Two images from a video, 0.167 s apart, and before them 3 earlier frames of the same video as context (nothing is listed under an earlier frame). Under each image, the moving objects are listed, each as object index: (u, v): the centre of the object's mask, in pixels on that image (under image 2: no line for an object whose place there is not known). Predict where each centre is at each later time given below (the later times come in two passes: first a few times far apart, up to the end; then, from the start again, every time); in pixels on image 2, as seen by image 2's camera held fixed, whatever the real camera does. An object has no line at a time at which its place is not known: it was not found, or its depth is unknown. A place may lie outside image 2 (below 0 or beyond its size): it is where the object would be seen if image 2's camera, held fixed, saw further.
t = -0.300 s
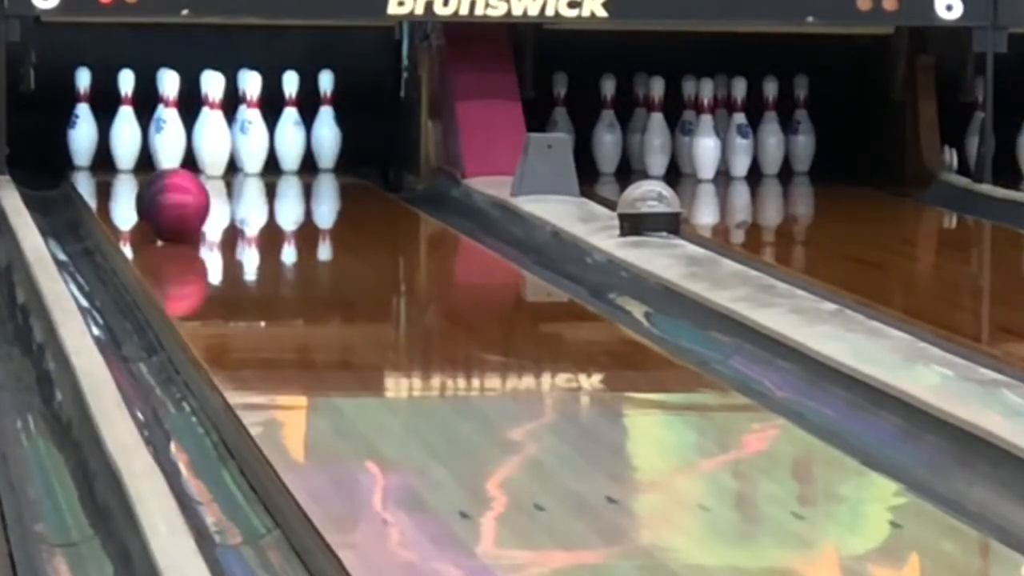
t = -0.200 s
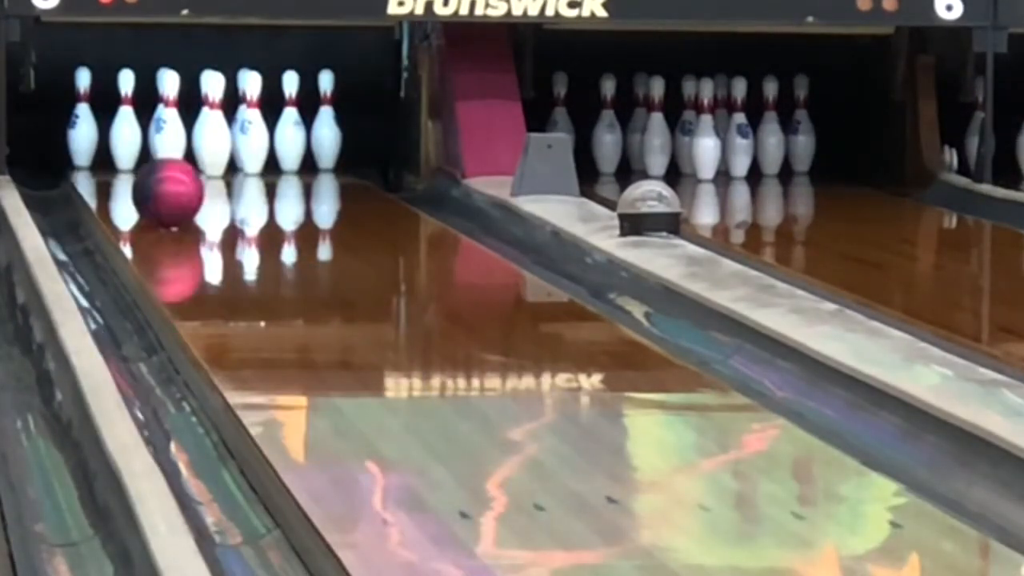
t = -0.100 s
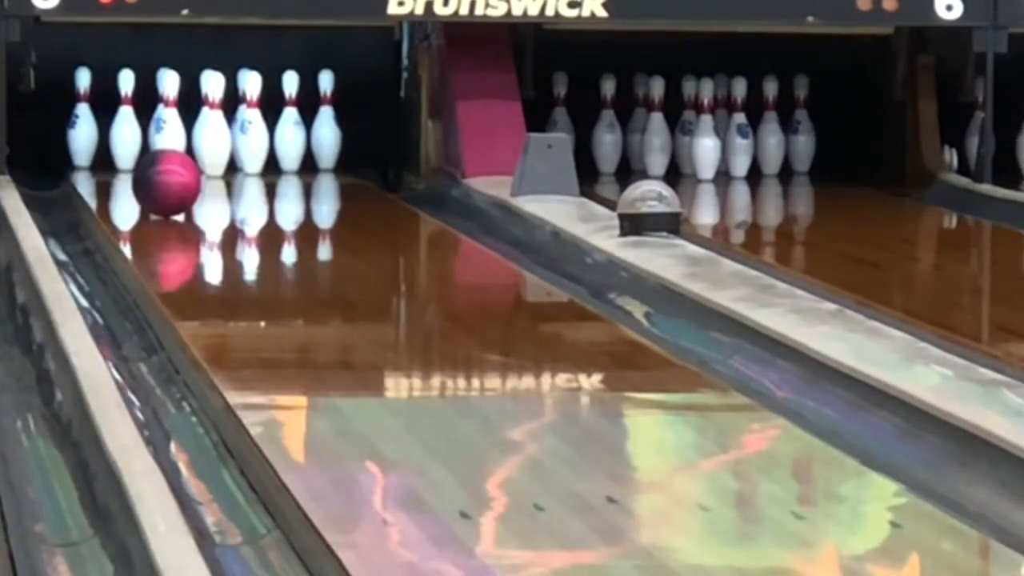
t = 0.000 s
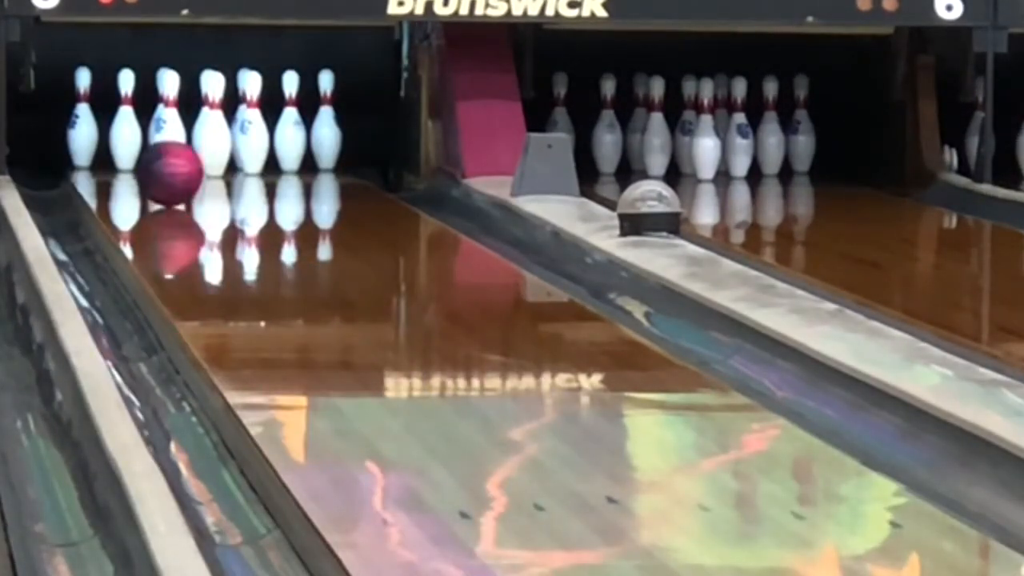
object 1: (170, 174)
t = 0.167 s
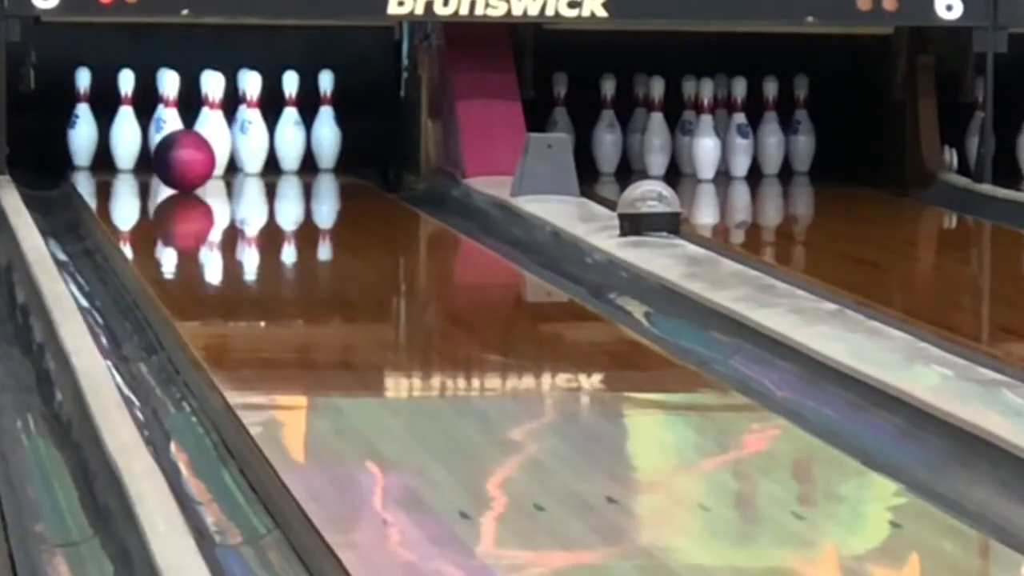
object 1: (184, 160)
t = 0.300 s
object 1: (198, 149)
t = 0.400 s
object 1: (200, 146)
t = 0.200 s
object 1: (187, 158)
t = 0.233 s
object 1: (191, 155)
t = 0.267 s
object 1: (195, 152)
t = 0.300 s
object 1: (198, 149)
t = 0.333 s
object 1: (198, 148)
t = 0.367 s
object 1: (197, 147)
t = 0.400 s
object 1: (200, 146)
